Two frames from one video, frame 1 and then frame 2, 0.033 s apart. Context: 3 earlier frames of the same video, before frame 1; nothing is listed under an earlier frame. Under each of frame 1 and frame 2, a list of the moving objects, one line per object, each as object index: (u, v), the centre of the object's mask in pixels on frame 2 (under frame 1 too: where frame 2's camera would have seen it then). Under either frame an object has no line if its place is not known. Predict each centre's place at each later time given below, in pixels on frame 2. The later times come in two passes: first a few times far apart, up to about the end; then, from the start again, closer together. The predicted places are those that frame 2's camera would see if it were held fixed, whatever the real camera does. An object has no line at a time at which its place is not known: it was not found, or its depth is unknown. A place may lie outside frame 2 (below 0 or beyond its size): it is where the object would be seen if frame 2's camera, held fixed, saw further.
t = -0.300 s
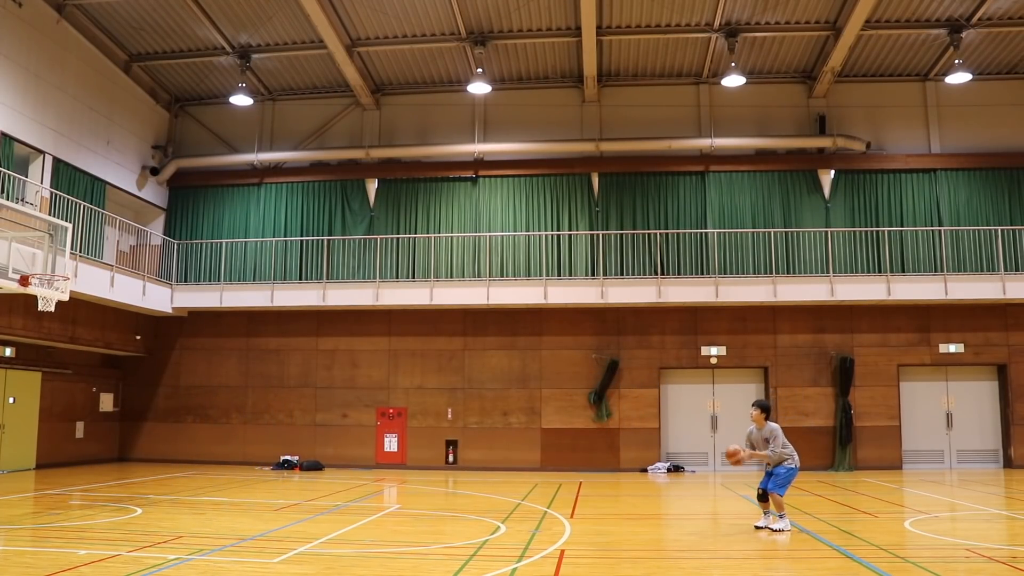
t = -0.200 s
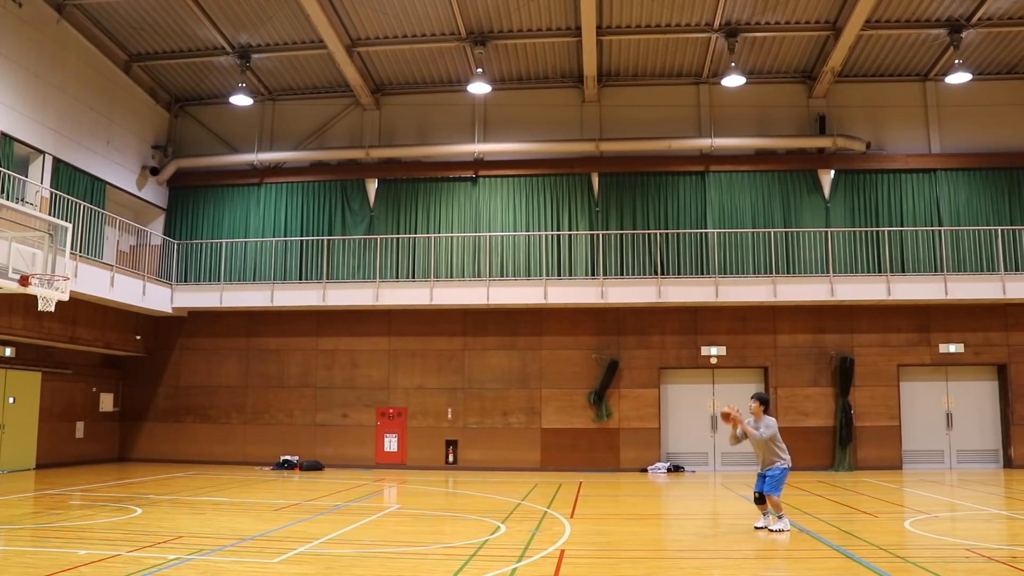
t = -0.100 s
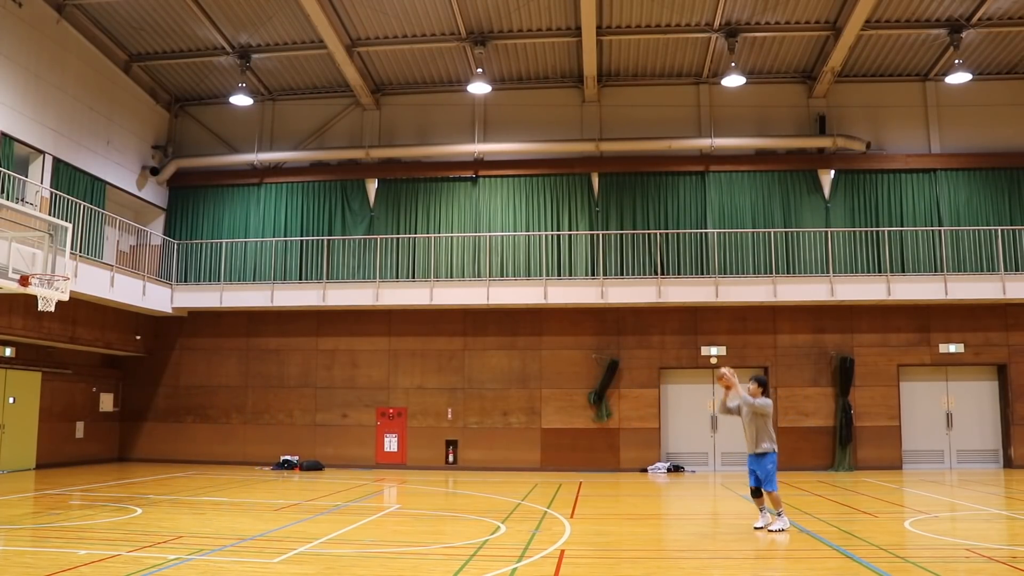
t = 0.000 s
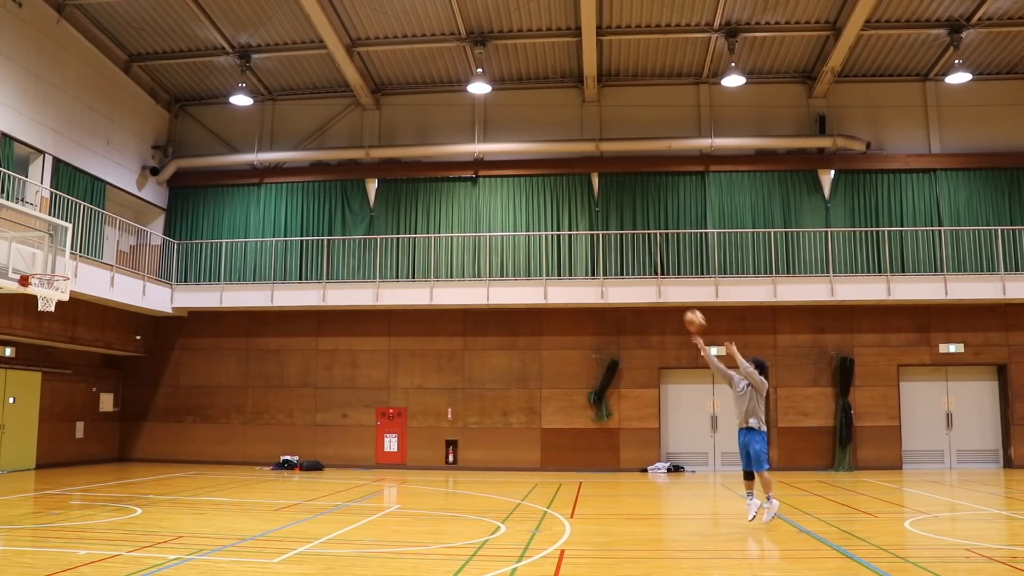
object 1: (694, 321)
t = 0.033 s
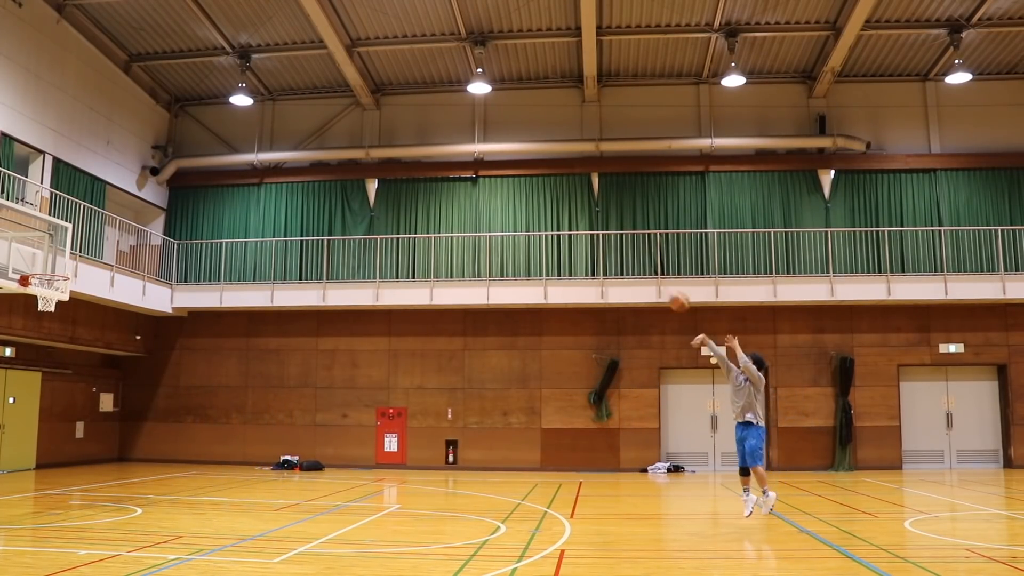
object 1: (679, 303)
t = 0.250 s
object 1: (574, 186)
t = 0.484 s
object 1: (469, 109)
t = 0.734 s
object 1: (364, 76)
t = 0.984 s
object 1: (261, 89)
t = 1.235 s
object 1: (162, 145)
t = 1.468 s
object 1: (70, 235)
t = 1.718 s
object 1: (45, 276)
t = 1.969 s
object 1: (44, 278)
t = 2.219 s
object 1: (62, 301)
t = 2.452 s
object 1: (61, 324)
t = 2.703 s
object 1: (57, 399)
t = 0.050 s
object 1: (668, 289)
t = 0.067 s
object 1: (661, 278)
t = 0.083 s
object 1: (654, 270)
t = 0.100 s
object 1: (645, 260)
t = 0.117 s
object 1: (638, 251)
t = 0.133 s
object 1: (630, 242)
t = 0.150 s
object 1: (621, 233)
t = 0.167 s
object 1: (614, 224)
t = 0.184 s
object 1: (606, 216)
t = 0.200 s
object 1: (598, 208)
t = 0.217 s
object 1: (590, 201)
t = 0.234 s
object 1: (582, 193)
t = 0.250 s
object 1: (574, 186)
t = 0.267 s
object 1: (567, 179)
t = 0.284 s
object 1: (559, 172)
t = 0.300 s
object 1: (551, 166)
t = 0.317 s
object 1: (544, 160)
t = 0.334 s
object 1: (536, 154)
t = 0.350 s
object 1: (528, 148)
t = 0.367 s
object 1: (521, 142)
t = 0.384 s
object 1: (513, 136)
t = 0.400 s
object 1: (506, 131)
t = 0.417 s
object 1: (499, 127)
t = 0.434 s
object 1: (491, 122)
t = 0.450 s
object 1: (484, 118)
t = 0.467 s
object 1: (476, 114)
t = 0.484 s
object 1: (469, 109)
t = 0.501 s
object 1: (462, 105)
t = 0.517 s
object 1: (454, 102)
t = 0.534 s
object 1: (447, 99)
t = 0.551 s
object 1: (440, 96)
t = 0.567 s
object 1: (433, 93)
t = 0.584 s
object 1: (425, 90)
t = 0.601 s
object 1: (419, 87)
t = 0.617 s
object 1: (412, 85)
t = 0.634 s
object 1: (405, 83)
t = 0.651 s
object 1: (398, 82)
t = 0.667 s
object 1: (391, 81)
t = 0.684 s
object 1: (384, 79)
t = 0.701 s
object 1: (377, 78)
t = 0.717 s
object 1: (370, 77)
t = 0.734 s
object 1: (364, 76)
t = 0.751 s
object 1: (357, 76)
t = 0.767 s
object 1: (350, 76)
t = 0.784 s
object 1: (342, 76)
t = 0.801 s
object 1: (335, 76)
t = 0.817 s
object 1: (329, 76)
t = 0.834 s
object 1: (322, 76)
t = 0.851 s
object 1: (315, 77)
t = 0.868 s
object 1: (309, 78)
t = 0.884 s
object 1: (302, 79)
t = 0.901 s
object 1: (296, 80)
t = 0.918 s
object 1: (288, 81)
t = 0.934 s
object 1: (282, 83)
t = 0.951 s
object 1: (275, 84)
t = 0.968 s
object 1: (269, 87)
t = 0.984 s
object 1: (261, 89)
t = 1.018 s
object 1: (249, 93)
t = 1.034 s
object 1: (242, 95)
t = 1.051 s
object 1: (234, 99)
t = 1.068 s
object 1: (227, 103)
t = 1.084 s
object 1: (221, 106)
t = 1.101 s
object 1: (215, 109)
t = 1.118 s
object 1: (208, 113)
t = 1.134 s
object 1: (201, 117)
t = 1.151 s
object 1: (195, 121)
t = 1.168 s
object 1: (188, 125)
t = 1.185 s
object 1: (181, 130)
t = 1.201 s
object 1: (175, 135)
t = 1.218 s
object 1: (168, 139)
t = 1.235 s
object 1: (162, 145)
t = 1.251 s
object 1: (155, 150)
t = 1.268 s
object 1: (149, 155)
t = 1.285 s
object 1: (142, 160)
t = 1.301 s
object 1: (135, 166)
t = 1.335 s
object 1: (122, 178)
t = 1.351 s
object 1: (114, 186)
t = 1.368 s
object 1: (108, 191)
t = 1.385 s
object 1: (102, 198)
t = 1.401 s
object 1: (95, 204)
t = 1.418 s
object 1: (88, 212)
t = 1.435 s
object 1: (82, 220)
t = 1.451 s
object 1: (76, 227)
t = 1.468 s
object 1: (70, 235)
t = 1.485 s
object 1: (63, 242)
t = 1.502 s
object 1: (56, 252)
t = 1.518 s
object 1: (49, 260)
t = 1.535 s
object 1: (43, 266)
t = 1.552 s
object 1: (42, 272)
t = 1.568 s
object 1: (48, 277)
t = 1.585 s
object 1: (54, 279)
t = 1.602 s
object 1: (56, 279)
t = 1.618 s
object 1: (53, 277)
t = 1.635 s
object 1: (52, 276)
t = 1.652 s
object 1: (49, 275)
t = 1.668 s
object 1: (47, 275)
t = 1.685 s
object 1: (45, 275)
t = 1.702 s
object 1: (44, 276)
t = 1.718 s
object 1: (45, 276)
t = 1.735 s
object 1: (48, 277)
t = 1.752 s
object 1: (52, 277)
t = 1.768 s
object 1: (57, 278)
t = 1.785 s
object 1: (59, 278)
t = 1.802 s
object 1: (59, 277)
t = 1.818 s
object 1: (57, 276)
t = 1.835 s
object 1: (56, 275)
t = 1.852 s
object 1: (54, 275)
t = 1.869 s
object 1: (51, 275)
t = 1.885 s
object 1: (50, 274)
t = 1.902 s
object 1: (47, 275)
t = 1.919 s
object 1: (45, 276)
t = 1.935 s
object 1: (44, 277)
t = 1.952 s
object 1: (43, 278)
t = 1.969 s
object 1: (44, 278)
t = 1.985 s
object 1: (44, 279)
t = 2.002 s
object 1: (44, 280)
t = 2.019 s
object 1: (44, 282)
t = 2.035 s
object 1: (44, 283)
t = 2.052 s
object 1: (45, 284)
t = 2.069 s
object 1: (46, 285)
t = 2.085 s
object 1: (48, 286)
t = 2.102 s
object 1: (50, 286)
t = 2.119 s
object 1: (53, 288)
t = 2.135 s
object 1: (55, 289)
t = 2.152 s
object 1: (57, 291)
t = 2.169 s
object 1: (59, 297)
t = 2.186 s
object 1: (61, 297)
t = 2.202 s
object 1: (62, 300)
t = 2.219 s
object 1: (62, 301)
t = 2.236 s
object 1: (61, 304)
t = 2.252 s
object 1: (62, 301)
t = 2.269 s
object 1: (62, 300)
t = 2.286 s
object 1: (62, 301)
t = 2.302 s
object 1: (62, 303)
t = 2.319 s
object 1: (62, 305)
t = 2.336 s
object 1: (62, 306)
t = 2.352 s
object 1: (61, 308)
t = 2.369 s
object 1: (61, 310)
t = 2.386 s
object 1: (61, 312)
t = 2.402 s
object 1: (61, 315)
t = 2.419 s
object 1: (61, 318)
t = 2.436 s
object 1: (61, 321)
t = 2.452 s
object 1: (61, 324)
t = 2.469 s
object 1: (61, 328)
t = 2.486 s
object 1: (61, 331)
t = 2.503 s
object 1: (60, 334)
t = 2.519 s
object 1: (60, 339)
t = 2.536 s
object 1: (60, 344)
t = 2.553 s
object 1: (60, 348)
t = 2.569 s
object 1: (59, 353)
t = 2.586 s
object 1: (59, 358)
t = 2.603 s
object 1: (58, 363)
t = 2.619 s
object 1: (58, 368)
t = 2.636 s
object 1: (58, 374)
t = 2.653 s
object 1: (58, 380)
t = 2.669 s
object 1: (58, 386)
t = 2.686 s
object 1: (57, 393)
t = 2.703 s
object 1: (57, 399)
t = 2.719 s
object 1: (57, 406)
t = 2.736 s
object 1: (57, 413)
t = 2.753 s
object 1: (57, 421)
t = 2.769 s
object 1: (57, 428)
